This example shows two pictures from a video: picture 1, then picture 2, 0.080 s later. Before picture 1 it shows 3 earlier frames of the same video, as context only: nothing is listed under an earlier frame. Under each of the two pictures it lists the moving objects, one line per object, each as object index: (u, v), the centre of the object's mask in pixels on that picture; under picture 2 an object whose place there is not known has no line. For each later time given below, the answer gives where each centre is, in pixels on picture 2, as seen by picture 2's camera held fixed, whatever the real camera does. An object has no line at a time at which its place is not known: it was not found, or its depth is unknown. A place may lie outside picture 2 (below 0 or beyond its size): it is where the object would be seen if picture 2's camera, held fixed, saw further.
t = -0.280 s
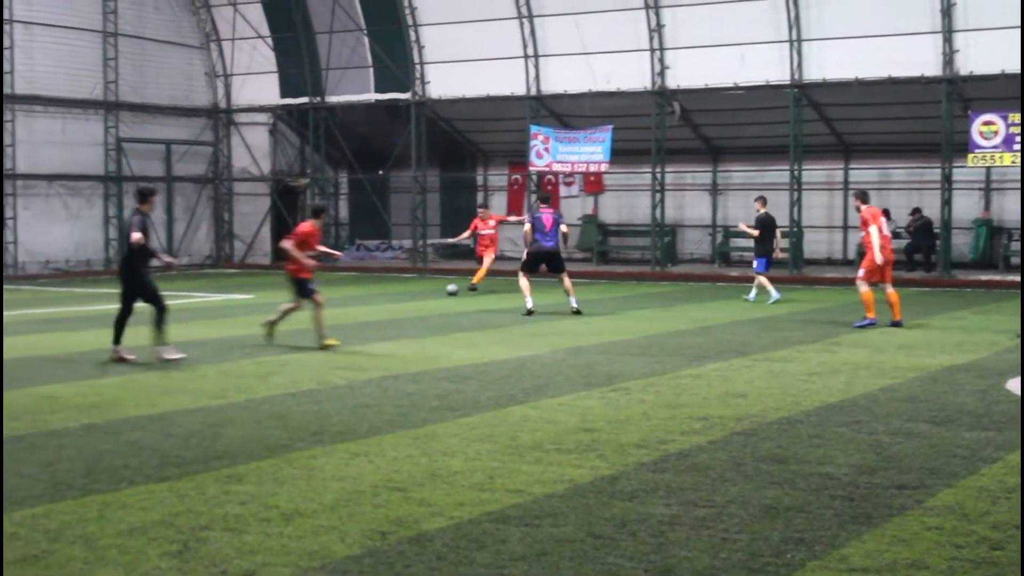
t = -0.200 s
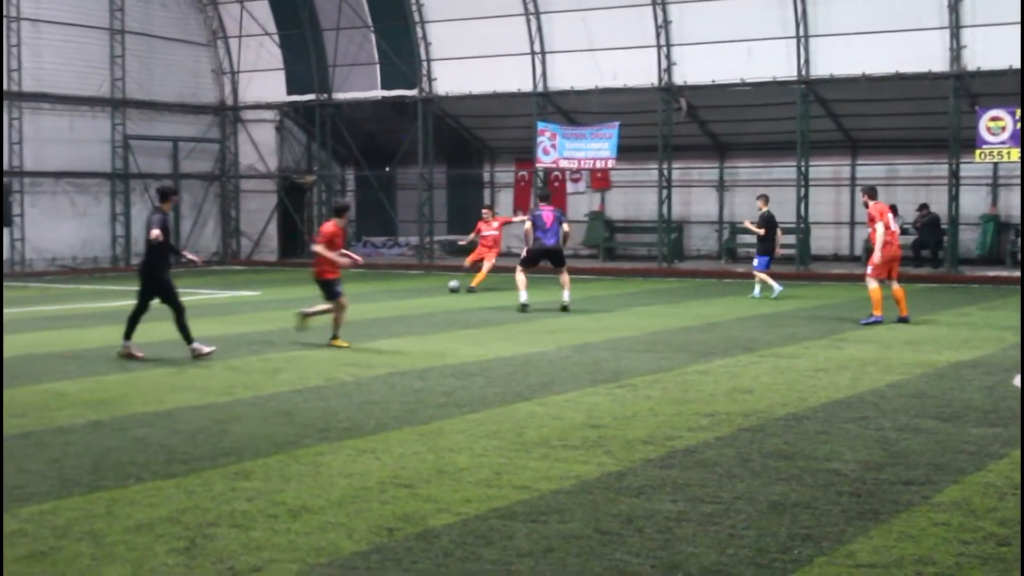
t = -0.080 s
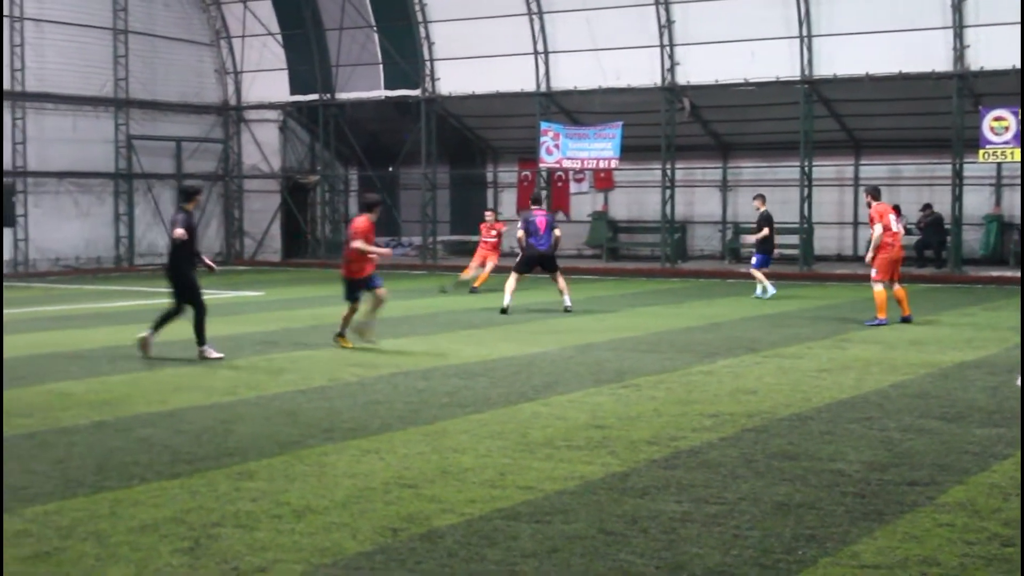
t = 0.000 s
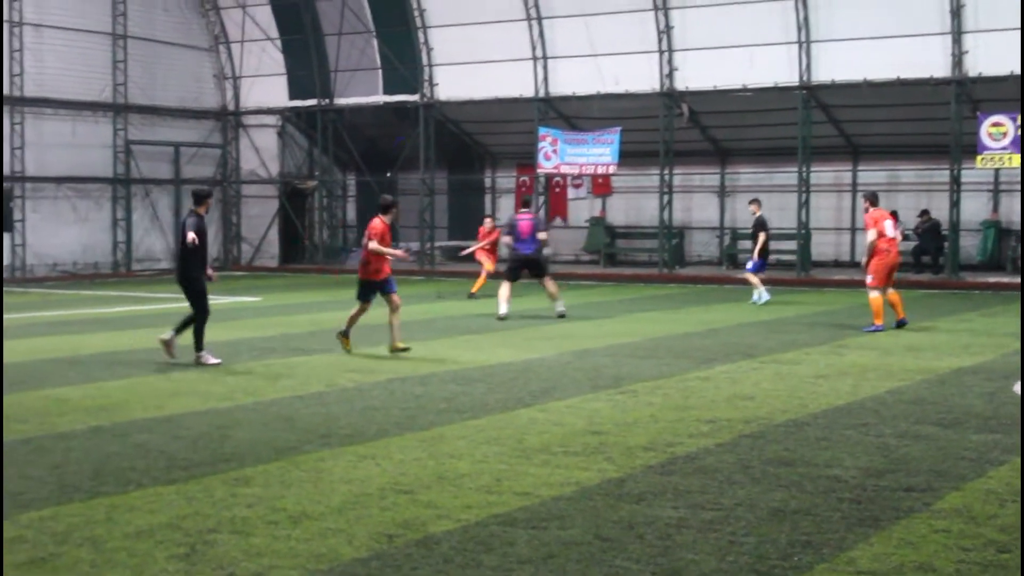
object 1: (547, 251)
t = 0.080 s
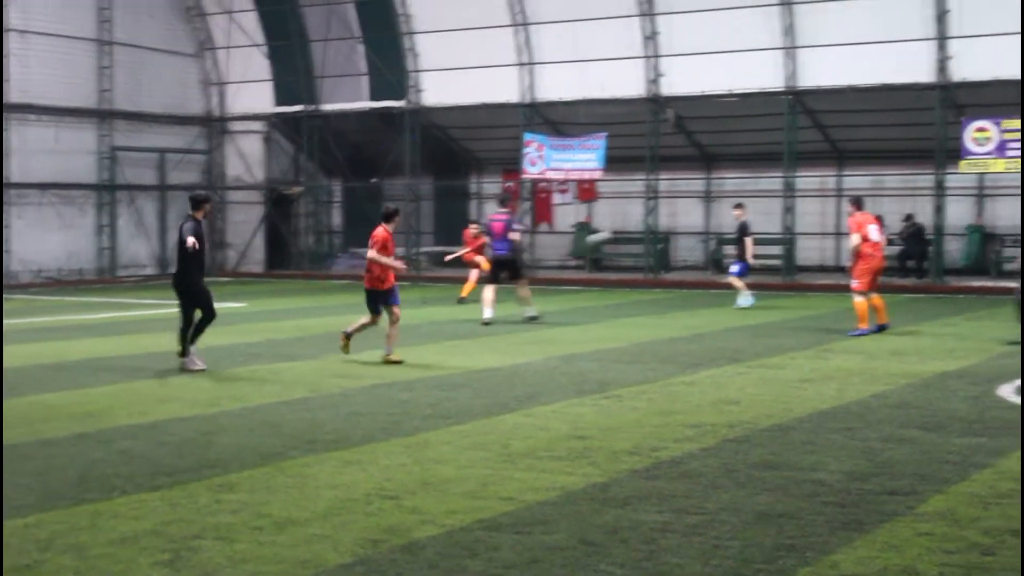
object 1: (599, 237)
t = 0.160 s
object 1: (684, 223)
